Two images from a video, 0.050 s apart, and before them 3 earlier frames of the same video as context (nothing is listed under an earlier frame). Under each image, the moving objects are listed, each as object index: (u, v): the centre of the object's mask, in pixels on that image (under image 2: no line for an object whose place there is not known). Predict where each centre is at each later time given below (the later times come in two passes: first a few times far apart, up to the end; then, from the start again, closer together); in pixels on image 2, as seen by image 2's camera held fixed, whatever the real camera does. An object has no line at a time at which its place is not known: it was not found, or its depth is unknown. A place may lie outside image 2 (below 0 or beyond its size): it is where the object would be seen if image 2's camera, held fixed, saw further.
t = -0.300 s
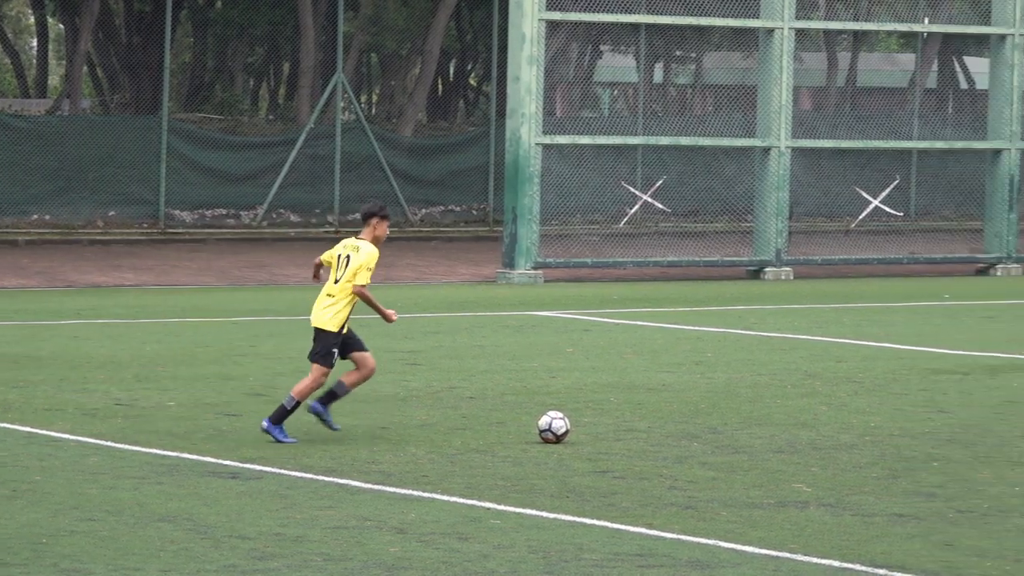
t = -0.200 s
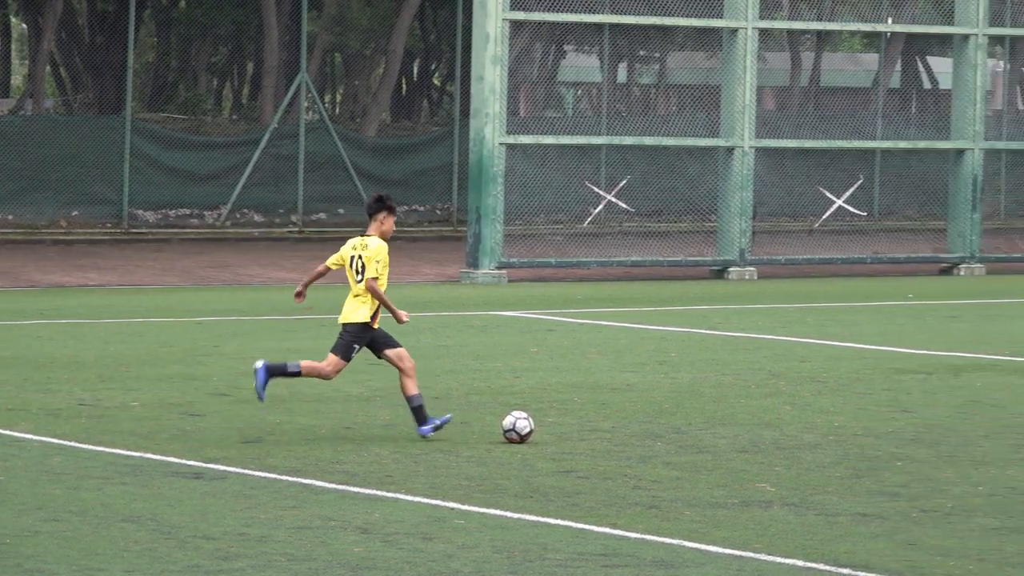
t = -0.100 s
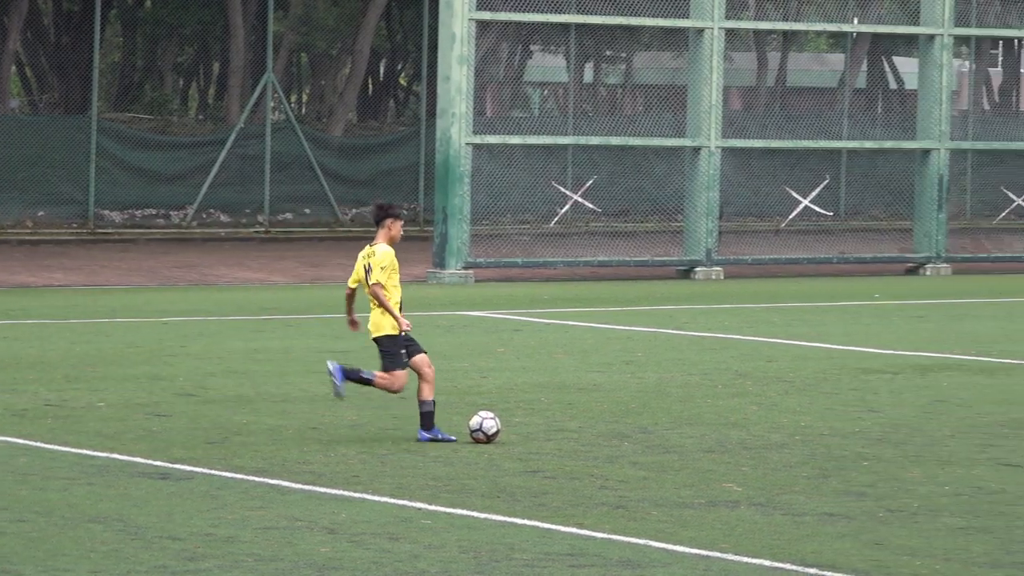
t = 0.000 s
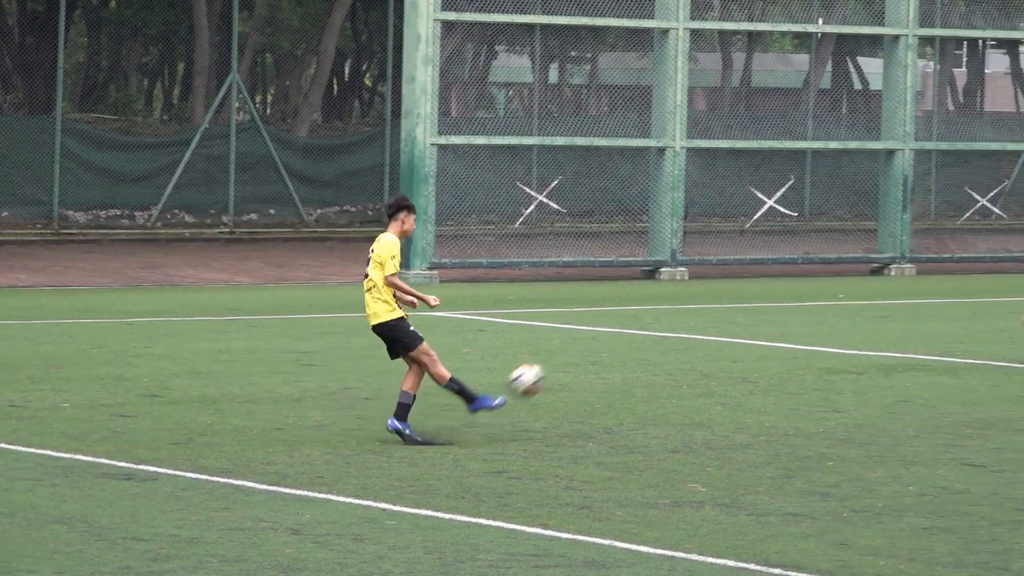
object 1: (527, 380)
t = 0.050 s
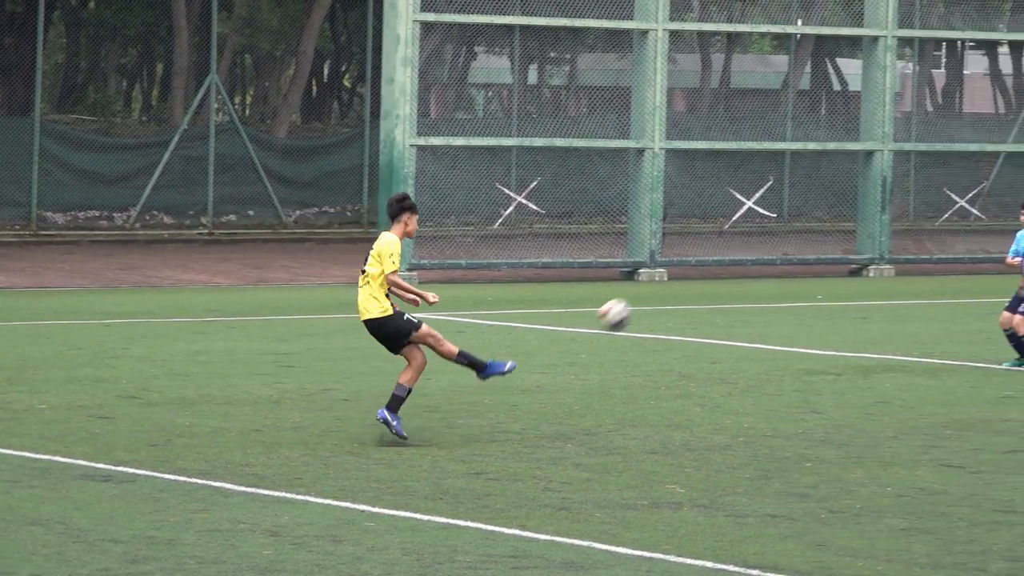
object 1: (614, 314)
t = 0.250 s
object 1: (983, 108)
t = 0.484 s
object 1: (1309, -25)
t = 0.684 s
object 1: (1534, -73)
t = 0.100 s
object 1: (717, 255)
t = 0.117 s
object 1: (748, 237)
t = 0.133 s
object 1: (780, 217)
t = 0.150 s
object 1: (810, 201)
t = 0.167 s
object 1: (841, 184)
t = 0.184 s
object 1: (870, 168)
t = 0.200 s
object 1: (899, 151)
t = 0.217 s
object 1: (927, 137)
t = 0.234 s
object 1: (955, 122)
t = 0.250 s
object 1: (983, 108)
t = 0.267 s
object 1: (1010, 95)
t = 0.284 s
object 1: (1035, 82)
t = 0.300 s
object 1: (1062, 71)
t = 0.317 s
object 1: (1086, 60)
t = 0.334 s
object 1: (1110, 49)
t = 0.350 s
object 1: (1133, 39)
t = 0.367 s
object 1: (1156, 29)
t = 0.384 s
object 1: (1180, 19)
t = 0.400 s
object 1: (1202, 11)
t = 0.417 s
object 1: (1225, 3)
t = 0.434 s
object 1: (1247, -6)
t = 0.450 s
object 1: (1268, -13)
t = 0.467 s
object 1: (1289, -19)
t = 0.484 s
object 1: (1309, -25)
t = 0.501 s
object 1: (1329, -32)
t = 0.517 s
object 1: (1349, -38)
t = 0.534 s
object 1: (1368, -44)
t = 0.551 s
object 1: (1389, -49)
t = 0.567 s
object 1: (1408, -53)
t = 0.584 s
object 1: (1427, -57)
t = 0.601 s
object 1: (1447, -61)
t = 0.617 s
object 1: (1465, -65)
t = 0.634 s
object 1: (1484, -68)
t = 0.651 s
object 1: (1501, -70)
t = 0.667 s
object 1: (1518, -72)
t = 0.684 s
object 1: (1534, -73)
